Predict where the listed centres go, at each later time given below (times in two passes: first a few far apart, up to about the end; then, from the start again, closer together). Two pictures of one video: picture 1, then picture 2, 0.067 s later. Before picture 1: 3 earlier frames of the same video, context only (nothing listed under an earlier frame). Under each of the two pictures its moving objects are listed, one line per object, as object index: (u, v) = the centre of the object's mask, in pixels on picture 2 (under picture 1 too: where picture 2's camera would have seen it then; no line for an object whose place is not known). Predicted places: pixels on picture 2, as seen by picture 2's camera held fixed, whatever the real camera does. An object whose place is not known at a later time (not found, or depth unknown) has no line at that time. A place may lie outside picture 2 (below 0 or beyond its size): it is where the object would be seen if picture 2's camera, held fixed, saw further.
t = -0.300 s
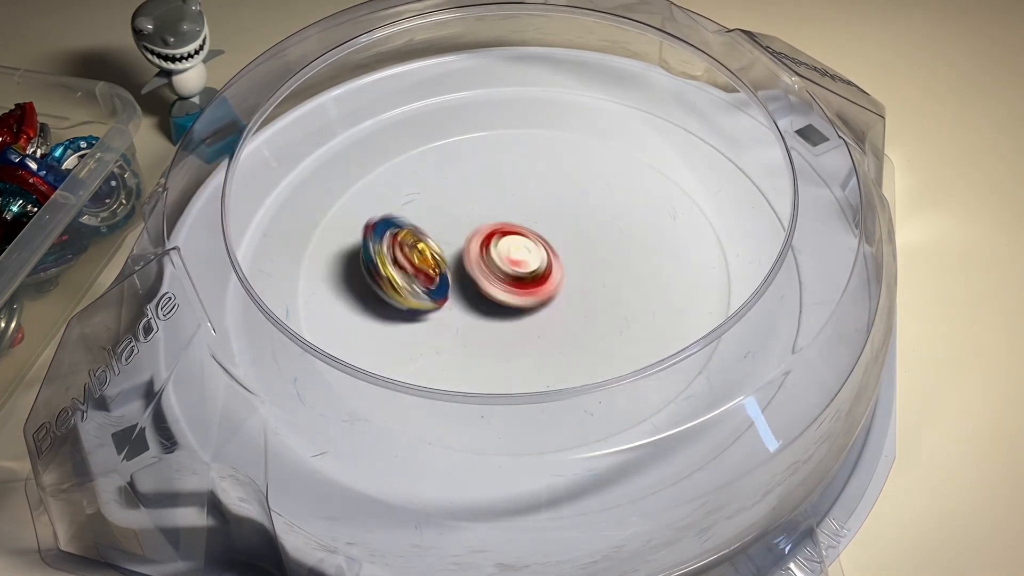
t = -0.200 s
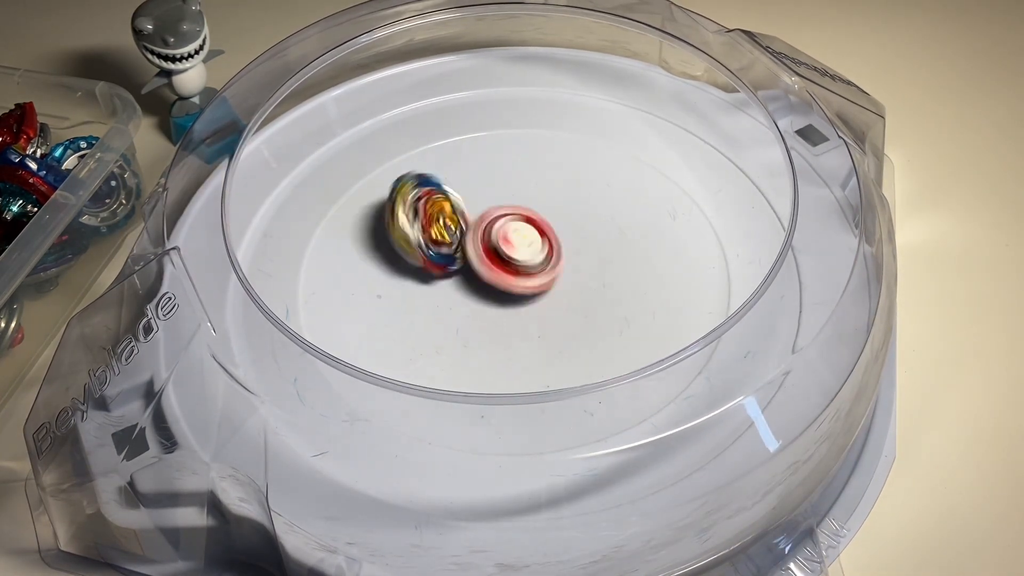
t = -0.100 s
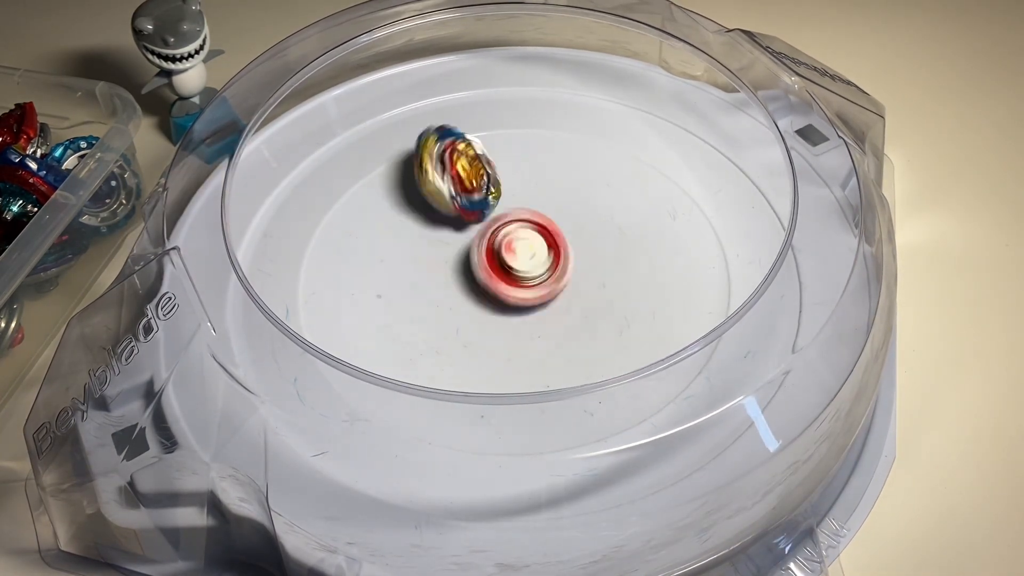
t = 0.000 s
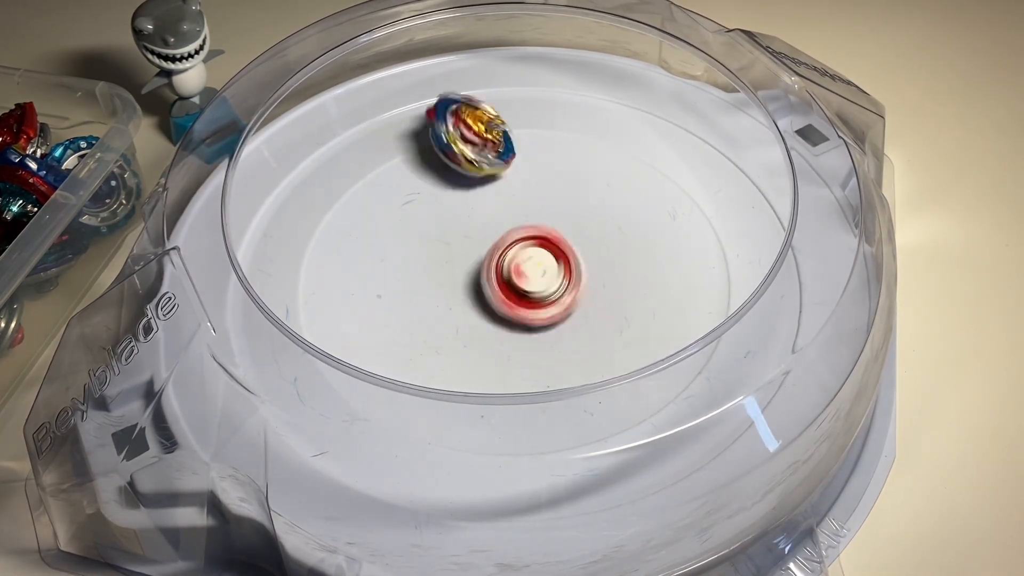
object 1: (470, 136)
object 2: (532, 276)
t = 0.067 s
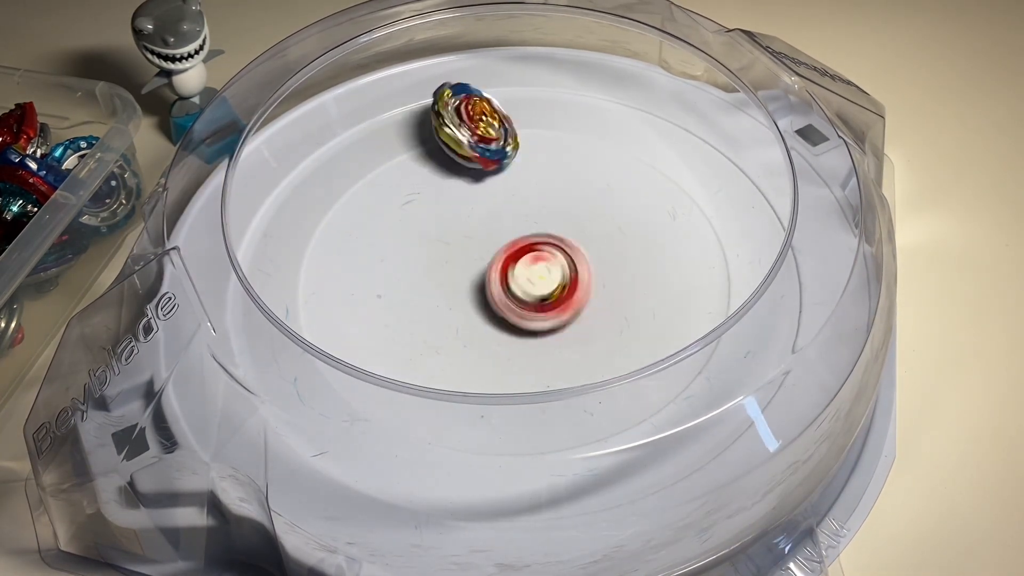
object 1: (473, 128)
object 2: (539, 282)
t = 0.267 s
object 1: (469, 166)
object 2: (555, 283)
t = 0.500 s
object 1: (525, 221)
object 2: (532, 317)
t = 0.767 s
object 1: (530, 247)
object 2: (499, 359)
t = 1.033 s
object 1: (509, 259)
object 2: (493, 327)
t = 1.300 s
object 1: (564, 209)
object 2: (431, 328)
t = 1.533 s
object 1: (543, 239)
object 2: (479, 300)
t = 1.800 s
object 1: (542, 241)
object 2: (452, 288)
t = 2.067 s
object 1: (541, 243)
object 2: (459, 285)
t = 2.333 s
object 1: (541, 249)
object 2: (461, 265)
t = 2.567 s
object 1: (540, 259)
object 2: (463, 267)
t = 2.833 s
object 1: (540, 259)
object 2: (463, 267)
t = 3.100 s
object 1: (540, 259)
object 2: (463, 267)
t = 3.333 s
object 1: (540, 259)
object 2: (463, 267)
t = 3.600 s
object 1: (540, 259)
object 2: (463, 267)
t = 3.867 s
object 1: (540, 259)
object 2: (463, 267)
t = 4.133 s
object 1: (540, 259)
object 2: (463, 267)
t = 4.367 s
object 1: (540, 259)
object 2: (463, 267)
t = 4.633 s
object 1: (540, 259)
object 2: (463, 267)
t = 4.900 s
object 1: (540, 259)
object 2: (463, 267)
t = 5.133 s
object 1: (540, 259)
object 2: (463, 267)
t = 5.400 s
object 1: (540, 259)
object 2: (463, 267)
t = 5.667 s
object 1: (540, 259)
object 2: (463, 267)
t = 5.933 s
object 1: (540, 259)
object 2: (463, 266)
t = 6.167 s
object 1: (540, 259)
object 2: (463, 267)
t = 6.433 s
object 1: (540, 259)
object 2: (463, 267)
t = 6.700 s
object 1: (540, 259)
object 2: (463, 267)
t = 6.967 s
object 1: (540, 259)
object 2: (463, 267)
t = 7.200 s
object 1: (540, 259)
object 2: (463, 267)
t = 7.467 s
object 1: (540, 259)
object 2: (463, 267)
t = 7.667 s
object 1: (540, 259)
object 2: (463, 267)
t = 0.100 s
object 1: (473, 127)
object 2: (542, 284)
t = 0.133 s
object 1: (473, 132)
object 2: (545, 283)
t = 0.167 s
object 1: (471, 139)
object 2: (548, 283)
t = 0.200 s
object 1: (470, 147)
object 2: (551, 284)
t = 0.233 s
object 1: (468, 156)
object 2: (554, 282)
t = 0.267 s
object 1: (469, 166)
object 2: (555, 283)
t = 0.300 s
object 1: (471, 179)
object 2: (555, 283)
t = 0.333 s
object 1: (475, 192)
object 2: (552, 282)
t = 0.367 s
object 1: (483, 205)
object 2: (549, 283)
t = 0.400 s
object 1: (494, 214)
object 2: (545, 289)
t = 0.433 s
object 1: (511, 213)
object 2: (541, 301)
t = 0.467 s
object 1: (521, 214)
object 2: (537, 311)
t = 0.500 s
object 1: (525, 221)
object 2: (532, 317)
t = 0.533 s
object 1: (526, 230)
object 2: (529, 323)
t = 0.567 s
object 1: (522, 241)
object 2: (526, 325)
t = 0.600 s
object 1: (525, 238)
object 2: (518, 338)
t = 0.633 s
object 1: (527, 236)
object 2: (510, 347)
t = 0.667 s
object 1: (528, 240)
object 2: (505, 353)
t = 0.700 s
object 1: (530, 243)
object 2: (501, 356)
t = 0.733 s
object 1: (531, 245)
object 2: (499, 358)
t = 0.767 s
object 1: (530, 247)
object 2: (499, 359)
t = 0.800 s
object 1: (528, 250)
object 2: (499, 360)
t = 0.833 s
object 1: (526, 253)
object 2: (498, 359)
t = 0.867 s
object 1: (522, 257)
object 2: (499, 358)
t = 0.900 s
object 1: (519, 260)
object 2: (498, 354)
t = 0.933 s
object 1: (515, 263)
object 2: (498, 348)
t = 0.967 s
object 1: (511, 265)
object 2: (497, 340)
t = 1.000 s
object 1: (508, 264)
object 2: (498, 330)
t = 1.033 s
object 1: (509, 259)
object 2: (493, 327)
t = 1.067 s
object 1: (521, 242)
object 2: (475, 330)
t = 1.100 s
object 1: (530, 227)
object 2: (462, 334)
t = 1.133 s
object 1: (539, 217)
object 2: (448, 335)
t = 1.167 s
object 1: (546, 211)
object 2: (438, 333)
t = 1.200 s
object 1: (552, 209)
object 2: (432, 333)
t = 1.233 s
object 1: (557, 207)
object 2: (429, 332)
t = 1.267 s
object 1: (562, 207)
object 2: (428, 330)
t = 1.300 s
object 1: (564, 209)
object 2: (431, 328)
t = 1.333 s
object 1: (565, 210)
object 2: (434, 326)
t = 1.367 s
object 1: (563, 213)
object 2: (437, 322)
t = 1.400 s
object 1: (559, 215)
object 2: (444, 319)
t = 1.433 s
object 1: (553, 219)
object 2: (452, 314)
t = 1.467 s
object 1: (548, 225)
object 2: (460, 311)
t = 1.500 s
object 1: (544, 232)
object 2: (468, 305)
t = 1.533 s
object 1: (543, 239)
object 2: (479, 300)
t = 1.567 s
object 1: (547, 240)
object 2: (484, 294)
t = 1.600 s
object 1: (546, 237)
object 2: (481, 293)
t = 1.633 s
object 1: (545, 236)
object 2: (479, 292)
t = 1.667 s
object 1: (543, 237)
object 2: (474, 292)
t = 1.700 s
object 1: (544, 238)
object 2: (467, 291)
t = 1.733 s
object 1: (545, 239)
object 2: (458, 289)
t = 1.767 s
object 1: (544, 240)
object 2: (454, 288)
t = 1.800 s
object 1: (542, 241)
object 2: (452, 288)
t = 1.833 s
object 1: (540, 242)
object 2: (451, 289)
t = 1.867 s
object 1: (537, 242)
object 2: (453, 290)
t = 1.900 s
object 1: (535, 241)
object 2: (455, 289)
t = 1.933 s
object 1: (534, 240)
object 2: (458, 289)
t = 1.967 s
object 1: (536, 239)
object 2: (459, 289)
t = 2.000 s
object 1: (537, 240)
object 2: (460, 288)
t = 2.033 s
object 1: (538, 242)
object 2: (461, 288)
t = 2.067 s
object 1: (541, 243)
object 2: (459, 285)
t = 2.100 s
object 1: (543, 245)
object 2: (459, 283)
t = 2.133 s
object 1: (544, 246)
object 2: (460, 281)
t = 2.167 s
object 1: (543, 246)
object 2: (461, 278)
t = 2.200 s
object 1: (543, 247)
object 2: (461, 274)
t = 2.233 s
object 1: (543, 247)
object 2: (459, 269)
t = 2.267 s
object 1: (542, 248)
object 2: (460, 267)
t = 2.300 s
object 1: (542, 248)
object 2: (460, 265)
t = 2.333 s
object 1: (541, 249)
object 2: (461, 265)
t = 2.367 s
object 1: (541, 251)
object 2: (463, 265)
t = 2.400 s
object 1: (542, 253)
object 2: (463, 266)
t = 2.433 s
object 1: (542, 255)
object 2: (463, 266)
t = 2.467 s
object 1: (541, 257)
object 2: (463, 267)
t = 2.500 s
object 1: (540, 259)
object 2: (463, 268)
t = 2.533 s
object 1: (541, 259)
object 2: (463, 267)
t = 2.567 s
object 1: (540, 259)
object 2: (463, 267)
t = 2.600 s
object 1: (540, 259)
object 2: (463, 267)
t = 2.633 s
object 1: (540, 259)
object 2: (463, 266)
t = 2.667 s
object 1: (540, 259)
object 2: (463, 266)
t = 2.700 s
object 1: (540, 259)
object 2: (463, 266)
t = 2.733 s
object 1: (540, 259)
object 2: (463, 266)
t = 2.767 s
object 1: (540, 259)
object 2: (463, 267)
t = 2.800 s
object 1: (540, 259)
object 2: (463, 267)
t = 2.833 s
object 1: (540, 259)
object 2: (463, 267)
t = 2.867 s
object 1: (540, 259)
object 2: (463, 267)
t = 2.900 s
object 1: (540, 259)
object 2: (463, 267)
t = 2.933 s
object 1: (540, 259)
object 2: (463, 267)
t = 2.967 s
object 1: (540, 259)
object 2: (463, 267)
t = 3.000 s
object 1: (540, 259)
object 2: (463, 267)
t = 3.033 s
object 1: (540, 259)
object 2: (463, 267)
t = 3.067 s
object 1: (540, 259)
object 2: (463, 267)
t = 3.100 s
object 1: (540, 259)
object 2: (463, 267)
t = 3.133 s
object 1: (540, 259)
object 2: (463, 267)
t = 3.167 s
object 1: (540, 259)
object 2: (463, 267)
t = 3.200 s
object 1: (540, 259)
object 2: (463, 267)
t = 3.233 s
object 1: (540, 259)
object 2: (463, 267)
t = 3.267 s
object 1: (540, 259)
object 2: (463, 267)
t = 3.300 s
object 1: (540, 259)
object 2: (463, 267)
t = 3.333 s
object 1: (540, 259)
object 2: (463, 267)
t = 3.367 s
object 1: (540, 259)
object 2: (463, 267)
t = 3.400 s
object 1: (540, 259)
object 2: (463, 267)
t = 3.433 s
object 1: (540, 259)
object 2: (463, 267)
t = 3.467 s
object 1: (540, 259)
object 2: (463, 267)
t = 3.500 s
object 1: (540, 259)
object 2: (463, 267)
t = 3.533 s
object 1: (540, 259)
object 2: (463, 267)
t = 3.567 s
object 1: (540, 259)
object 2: (463, 267)
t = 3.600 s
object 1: (540, 259)
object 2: (463, 267)
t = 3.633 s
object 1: (540, 259)
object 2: (463, 267)
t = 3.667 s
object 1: (540, 259)
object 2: (463, 267)
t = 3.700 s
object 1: (540, 259)
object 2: (463, 267)
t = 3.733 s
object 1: (540, 259)
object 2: (463, 267)
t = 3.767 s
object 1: (540, 259)
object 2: (463, 267)
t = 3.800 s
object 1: (540, 259)
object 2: (463, 267)
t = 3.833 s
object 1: (540, 259)
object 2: (463, 267)
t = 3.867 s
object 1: (540, 259)
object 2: (463, 267)
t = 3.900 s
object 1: (540, 259)
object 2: (463, 267)
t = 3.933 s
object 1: (540, 259)
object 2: (463, 267)
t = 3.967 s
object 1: (540, 259)
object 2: (463, 267)
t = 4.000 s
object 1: (540, 259)
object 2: (463, 267)
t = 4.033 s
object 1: (540, 259)
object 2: (463, 267)
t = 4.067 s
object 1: (540, 259)
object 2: (463, 267)
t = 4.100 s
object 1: (540, 259)
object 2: (463, 267)
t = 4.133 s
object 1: (540, 259)
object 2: (463, 267)
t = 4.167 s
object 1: (540, 259)
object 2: (463, 267)
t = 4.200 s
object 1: (540, 259)
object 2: (463, 267)
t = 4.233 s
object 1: (540, 259)
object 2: (463, 267)
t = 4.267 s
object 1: (540, 259)
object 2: (463, 267)
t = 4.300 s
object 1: (540, 259)
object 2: (463, 267)
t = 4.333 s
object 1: (540, 259)
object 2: (463, 267)
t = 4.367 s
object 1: (540, 259)
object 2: (463, 267)
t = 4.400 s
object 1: (540, 259)
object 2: (463, 267)
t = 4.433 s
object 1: (540, 259)
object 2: (463, 267)
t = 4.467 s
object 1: (540, 259)
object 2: (463, 267)
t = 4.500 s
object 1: (540, 259)
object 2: (463, 267)
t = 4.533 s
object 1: (540, 259)
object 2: (463, 267)
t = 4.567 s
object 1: (540, 259)
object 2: (463, 267)
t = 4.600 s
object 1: (540, 259)
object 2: (463, 267)
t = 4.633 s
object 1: (540, 259)
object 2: (463, 267)
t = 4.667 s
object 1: (540, 259)
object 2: (463, 267)
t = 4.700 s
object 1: (540, 259)
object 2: (463, 267)
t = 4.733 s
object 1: (540, 259)
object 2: (463, 267)
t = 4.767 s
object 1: (540, 259)
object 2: (463, 267)
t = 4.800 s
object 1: (540, 259)
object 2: (463, 267)
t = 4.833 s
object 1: (540, 259)
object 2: (463, 267)
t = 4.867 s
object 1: (540, 259)
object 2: (463, 267)
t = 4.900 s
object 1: (540, 259)
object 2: (463, 267)
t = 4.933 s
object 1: (540, 259)
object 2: (463, 267)
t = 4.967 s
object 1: (540, 259)
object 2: (463, 267)
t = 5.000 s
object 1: (540, 259)
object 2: (463, 267)
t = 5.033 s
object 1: (540, 259)
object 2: (463, 267)
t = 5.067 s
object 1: (540, 259)
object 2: (463, 267)
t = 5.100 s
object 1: (540, 259)
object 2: (463, 267)
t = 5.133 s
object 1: (540, 259)
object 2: (463, 267)
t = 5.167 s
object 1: (540, 259)
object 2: (463, 267)
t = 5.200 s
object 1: (540, 259)
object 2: (463, 267)
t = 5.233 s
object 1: (540, 259)
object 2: (463, 267)
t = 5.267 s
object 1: (540, 259)
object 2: (463, 266)
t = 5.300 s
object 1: (540, 259)
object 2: (463, 267)
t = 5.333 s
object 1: (540, 259)
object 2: (463, 267)
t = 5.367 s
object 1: (540, 259)
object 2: (463, 267)
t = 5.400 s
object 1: (540, 259)
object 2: (463, 267)
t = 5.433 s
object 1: (540, 259)
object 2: (463, 267)
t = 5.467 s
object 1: (540, 259)
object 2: (463, 267)
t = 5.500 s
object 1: (540, 259)
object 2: (463, 266)
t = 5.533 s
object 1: (540, 259)
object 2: (463, 267)
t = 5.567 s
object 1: (540, 259)
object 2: (463, 266)
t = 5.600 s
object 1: (540, 259)
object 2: (463, 266)
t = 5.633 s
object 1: (540, 259)
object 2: (463, 267)
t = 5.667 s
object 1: (540, 259)
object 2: (463, 267)
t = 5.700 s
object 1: (540, 259)
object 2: (463, 267)
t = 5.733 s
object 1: (540, 259)
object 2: (463, 267)
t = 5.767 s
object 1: (540, 259)
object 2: (463, 266)
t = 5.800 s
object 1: (540, 259)
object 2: (463, 267)
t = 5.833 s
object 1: (540, 259)
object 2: (463, 267)
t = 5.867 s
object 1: (540, 259)
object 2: (463, 267)
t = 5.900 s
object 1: (540, 259)
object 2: (463, 267)
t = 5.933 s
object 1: (540, 259)
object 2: (463, 266)
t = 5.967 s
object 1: (540, 259)
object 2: (463, 267)
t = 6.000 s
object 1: (540, 259)
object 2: (463, 266)
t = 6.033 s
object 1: (540, 259)
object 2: (463, 267)
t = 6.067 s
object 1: (540, 259)
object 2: (463, 266)
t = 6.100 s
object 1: (540, 259)
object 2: (463, 267)
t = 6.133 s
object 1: (540, 259)
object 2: (463, 266)
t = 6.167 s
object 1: (540, 259)
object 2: (463, 267)
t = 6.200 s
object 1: (540, 259)
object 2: (463, 266)
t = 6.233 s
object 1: (540, 259)
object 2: (463, 267)
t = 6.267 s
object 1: (540, 259)
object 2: (463, 267)
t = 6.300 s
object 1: (540, 259)
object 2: (463, 266)
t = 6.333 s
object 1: (540, 259)
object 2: (463, 267)
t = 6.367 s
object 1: (540, 259)
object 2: (463, 266)
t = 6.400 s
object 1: (540, 259)
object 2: (463, 266)
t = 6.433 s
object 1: (540, 259)
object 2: (463, 267)
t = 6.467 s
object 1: (540, 259)
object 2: (463, 267)
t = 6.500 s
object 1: (540, 259)
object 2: (463, 267)
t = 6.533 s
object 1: (540, 259)
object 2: (463, 267)
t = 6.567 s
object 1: (540, 259)
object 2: (463, 267)
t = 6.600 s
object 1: (540, 259)
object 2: (463, 267)
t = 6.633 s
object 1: (540, 259)
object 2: (463, 267)
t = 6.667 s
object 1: (540, 259)
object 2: (463, 267)
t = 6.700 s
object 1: (540, 259)
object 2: (463, 267)
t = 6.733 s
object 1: (540, 259)
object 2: (463, 267)
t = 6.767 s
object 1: (540, 259)
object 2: (463, 267)
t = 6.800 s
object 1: (540, 259)
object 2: (463, 267)
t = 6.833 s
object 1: (540, 259)
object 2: (463, 267)
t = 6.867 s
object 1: (540, 259)
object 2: (463, 267)
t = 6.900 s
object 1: (540, 259)
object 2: (463, 267)
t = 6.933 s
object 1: (540, 259)
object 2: (463, 267)
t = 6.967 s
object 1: (540, 259)
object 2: (463, 267)
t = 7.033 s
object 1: (540, 259)
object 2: (463, 267)
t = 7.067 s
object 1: (540, 259)
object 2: (463, 267)
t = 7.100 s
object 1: (540, 259)
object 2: (463, 267)
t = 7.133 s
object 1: (540, 259)
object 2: (463, 267)
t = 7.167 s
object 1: (540, 259)
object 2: (463, 267)
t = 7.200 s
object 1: (540, 259)
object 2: (463, 267)
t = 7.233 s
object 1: (540, 259)
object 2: (463, 267)
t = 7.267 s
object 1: (540, 259)
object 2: (463, 267)
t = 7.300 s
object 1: (540, 259)
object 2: (463, 267)
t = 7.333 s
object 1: (540, 259)
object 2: (463, 267)
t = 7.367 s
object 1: (540, 259)
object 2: (463, 267)
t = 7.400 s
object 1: (540, 259)
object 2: (463, 267)
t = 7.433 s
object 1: (540, 259)
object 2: (463, 267)
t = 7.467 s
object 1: (540, 259)
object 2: (463, 267)
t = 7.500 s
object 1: (540, 259)
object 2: (463, 267)
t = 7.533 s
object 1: (540, 259)
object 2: (463, 267)
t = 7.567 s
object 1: (540, 259)
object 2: (463, 267)
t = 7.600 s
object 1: (540, 259)
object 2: (463, 267)
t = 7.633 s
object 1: (540, 259)
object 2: (463, 267)
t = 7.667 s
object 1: (540, 259)
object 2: (463, 267)
